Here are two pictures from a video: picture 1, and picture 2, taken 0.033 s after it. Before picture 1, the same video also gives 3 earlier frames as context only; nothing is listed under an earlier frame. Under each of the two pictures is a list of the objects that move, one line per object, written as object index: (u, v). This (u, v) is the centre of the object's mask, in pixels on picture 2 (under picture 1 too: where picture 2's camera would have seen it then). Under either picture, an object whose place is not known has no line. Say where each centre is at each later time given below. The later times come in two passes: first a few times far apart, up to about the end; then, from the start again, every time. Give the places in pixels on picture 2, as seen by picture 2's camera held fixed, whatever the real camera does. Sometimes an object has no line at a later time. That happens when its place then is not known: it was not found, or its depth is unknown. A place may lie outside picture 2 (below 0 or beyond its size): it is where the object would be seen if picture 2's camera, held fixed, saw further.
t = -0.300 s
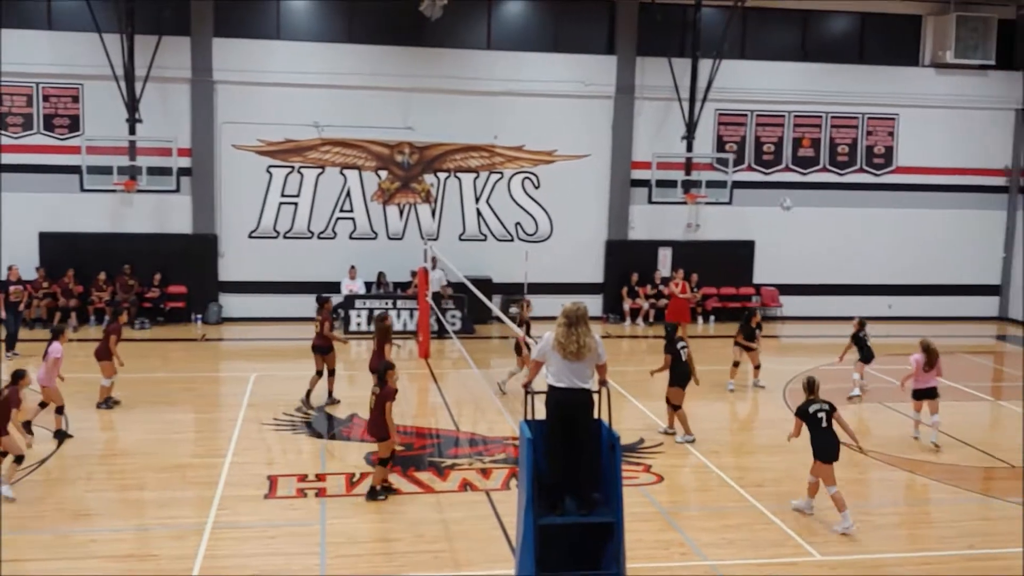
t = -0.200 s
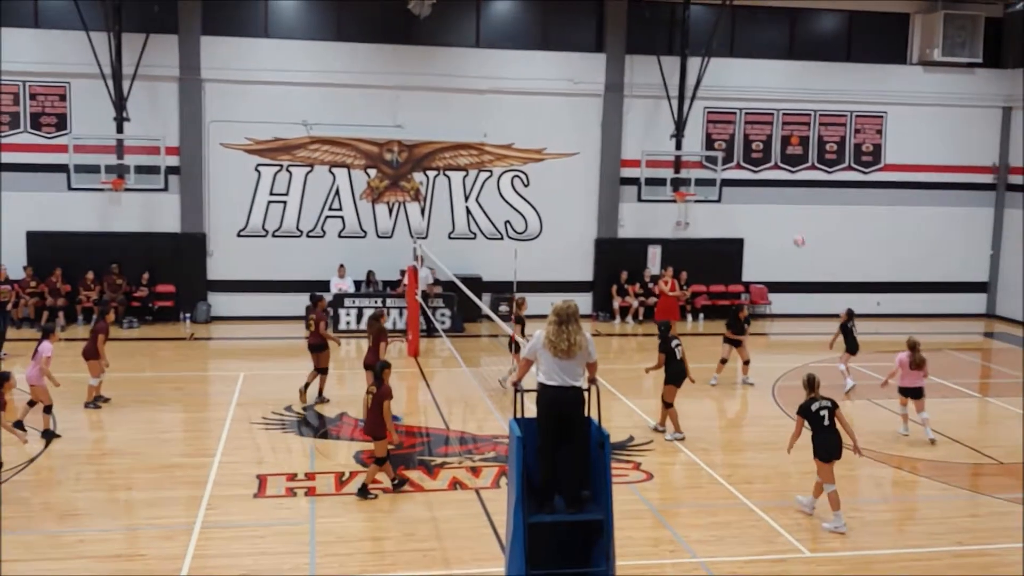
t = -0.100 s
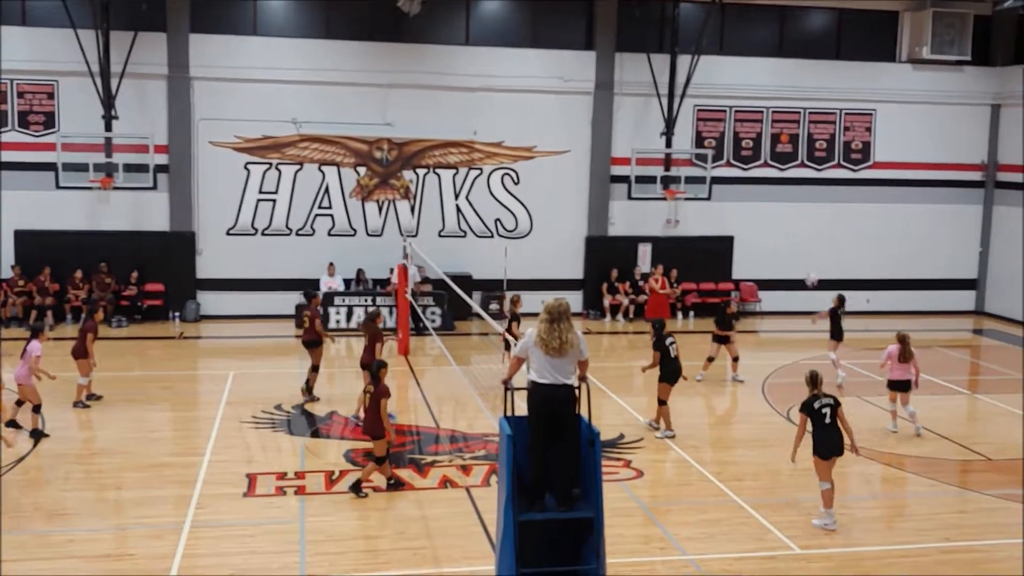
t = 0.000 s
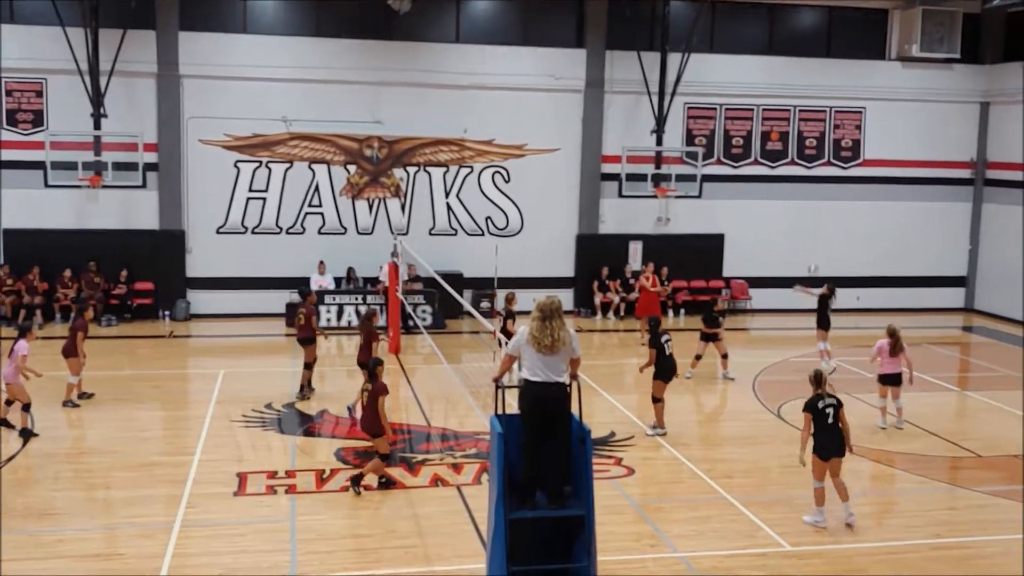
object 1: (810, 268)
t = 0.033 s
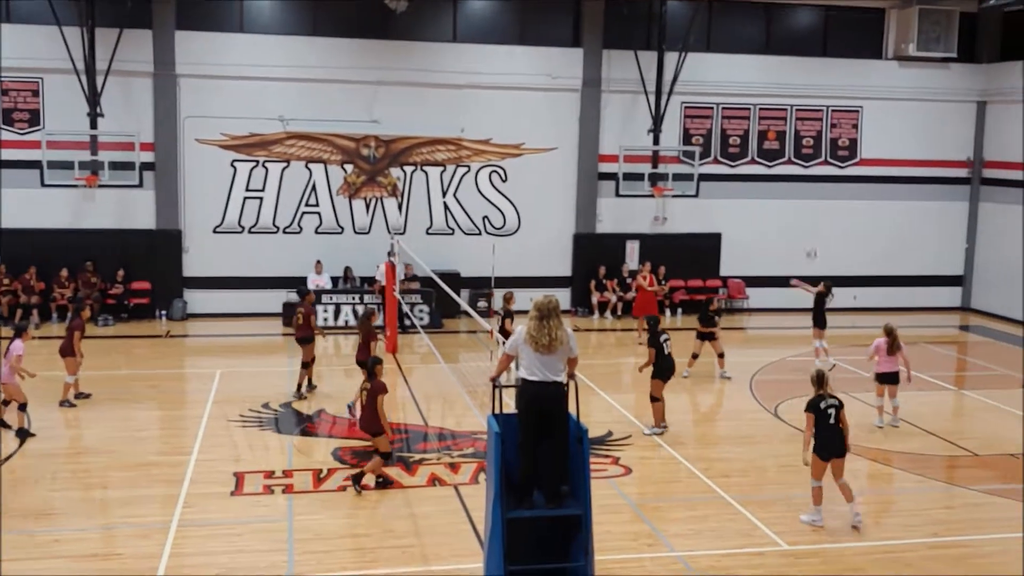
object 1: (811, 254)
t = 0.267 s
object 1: (816, 154)
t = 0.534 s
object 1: (820, 82)
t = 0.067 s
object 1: (812, 235)
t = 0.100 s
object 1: (813, 222)
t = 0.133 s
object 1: (813, 207)
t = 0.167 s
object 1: (815, 192)
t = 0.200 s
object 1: (815, 180)
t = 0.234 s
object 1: (816, 166)
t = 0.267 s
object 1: (816, 154)
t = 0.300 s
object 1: (816, 143)
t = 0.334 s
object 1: (816, 132)
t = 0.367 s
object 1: (818, 122)
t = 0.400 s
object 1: (819, 112)
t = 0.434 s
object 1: (819, 104)
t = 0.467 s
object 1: (820, 96)
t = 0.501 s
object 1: (820, 89)
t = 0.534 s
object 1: (820, 82)
